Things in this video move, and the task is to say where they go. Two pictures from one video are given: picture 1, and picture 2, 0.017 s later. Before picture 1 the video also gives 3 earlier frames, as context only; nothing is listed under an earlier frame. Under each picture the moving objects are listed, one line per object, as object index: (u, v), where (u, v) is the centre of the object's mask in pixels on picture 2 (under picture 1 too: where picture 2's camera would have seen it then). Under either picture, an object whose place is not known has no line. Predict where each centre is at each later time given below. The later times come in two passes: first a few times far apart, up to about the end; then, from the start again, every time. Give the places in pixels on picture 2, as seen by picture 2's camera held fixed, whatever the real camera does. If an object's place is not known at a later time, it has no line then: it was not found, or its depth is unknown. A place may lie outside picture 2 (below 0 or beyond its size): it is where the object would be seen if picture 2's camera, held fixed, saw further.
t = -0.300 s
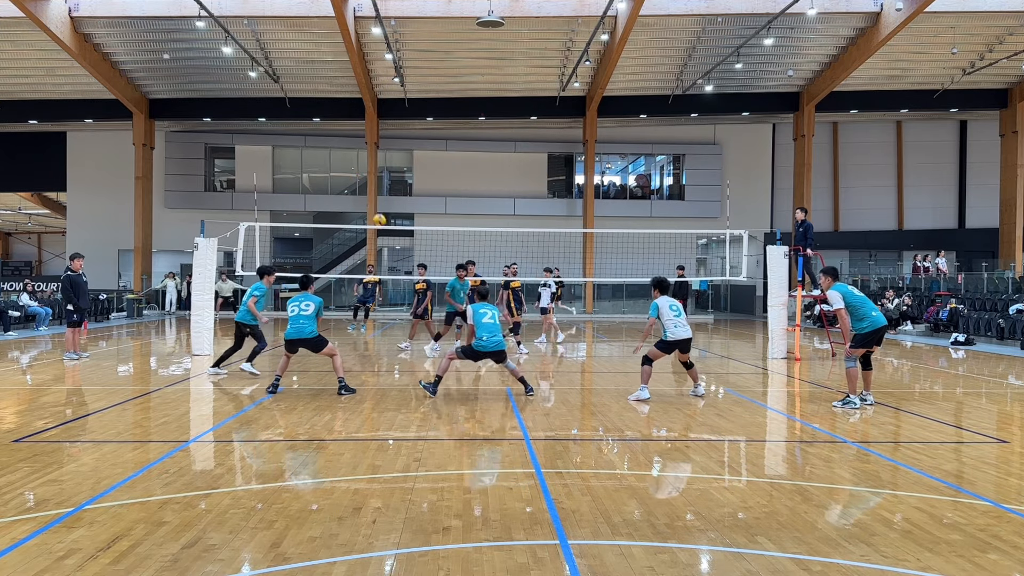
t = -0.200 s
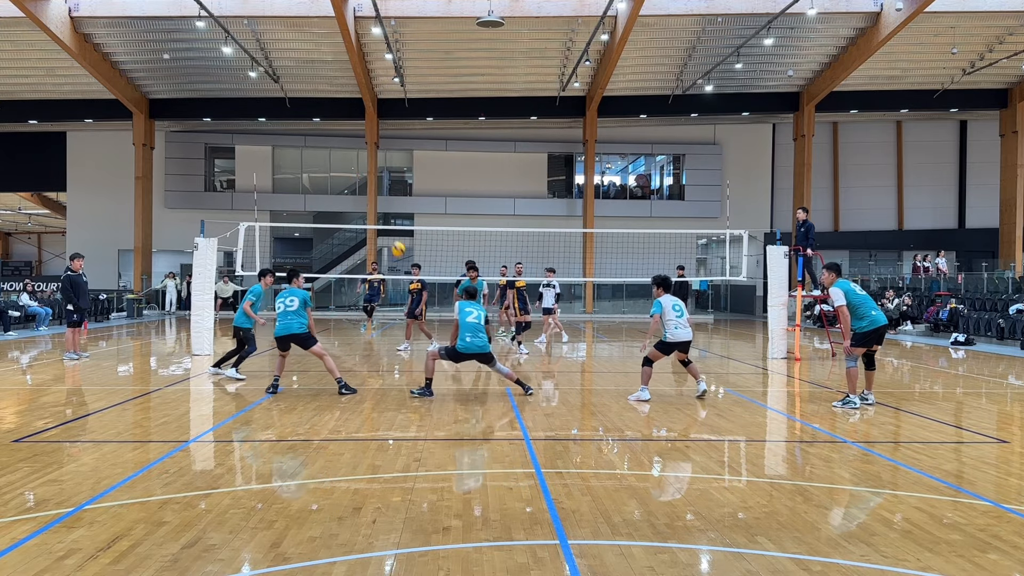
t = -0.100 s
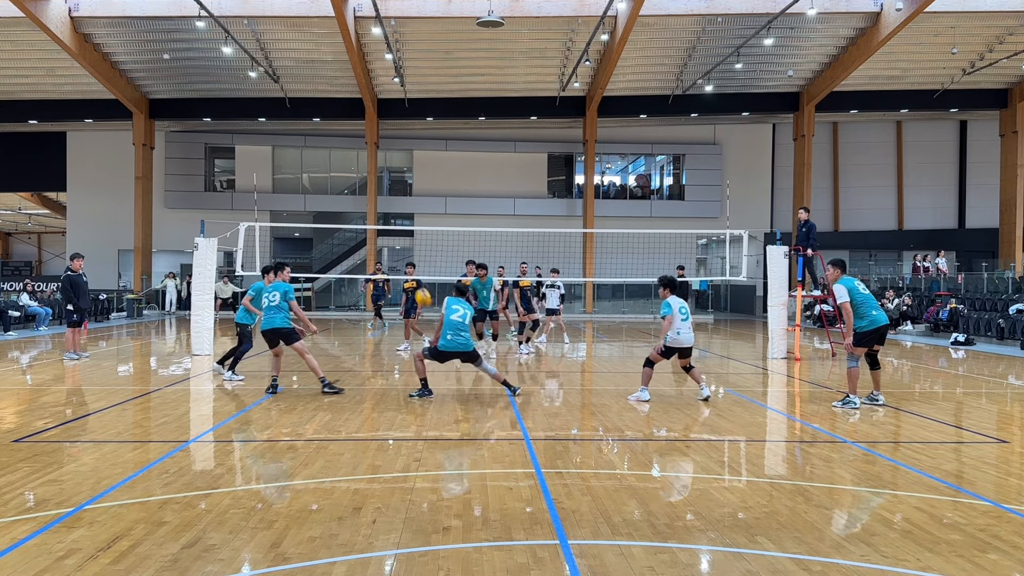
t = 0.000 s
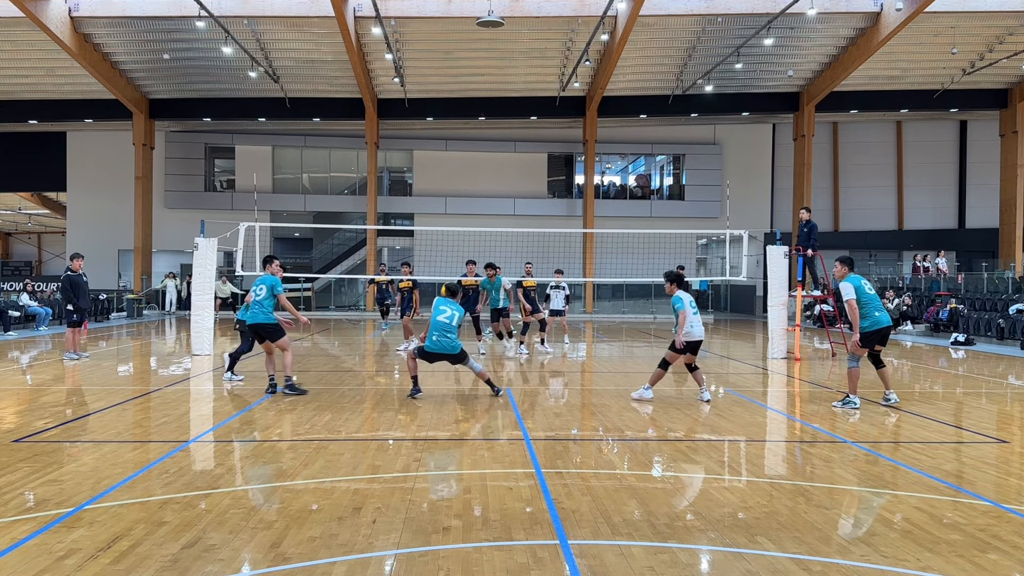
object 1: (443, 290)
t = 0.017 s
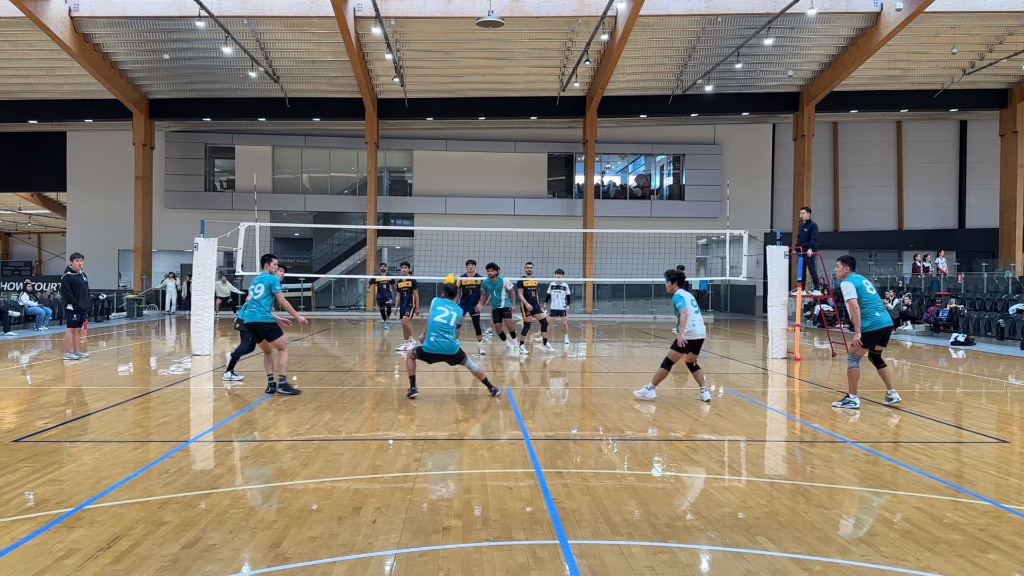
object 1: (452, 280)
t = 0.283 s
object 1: (505, 168)
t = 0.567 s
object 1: (554, 116)
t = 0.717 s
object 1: (578, 112)
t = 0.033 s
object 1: (456, 272)
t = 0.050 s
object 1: (459, 263)
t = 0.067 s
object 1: (462, 255)
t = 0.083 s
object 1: (466, 247)
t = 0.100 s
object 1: (469, 239)
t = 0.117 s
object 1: (472, 231)
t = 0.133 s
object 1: (476, 222)
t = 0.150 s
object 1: (479, 216)
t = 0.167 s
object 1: (482, 209)
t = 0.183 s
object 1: (486, 202)
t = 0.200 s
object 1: (489, 196)
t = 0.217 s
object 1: (492, 190)
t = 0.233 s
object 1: (495, 184)
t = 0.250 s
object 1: (499, 179)
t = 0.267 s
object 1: (502, 173)
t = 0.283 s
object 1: (505, 168)
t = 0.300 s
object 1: (508, 163)
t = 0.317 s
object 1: (511, 159)
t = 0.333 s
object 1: (514, 154)
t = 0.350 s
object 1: (517, 150)
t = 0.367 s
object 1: (520, 146)
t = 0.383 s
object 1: (523, 143)
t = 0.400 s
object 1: (526, 139)
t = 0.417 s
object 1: (529, 136)
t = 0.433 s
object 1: (532, 133)
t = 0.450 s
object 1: (534, 130)
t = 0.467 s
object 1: (538, 127)
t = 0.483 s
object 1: (541, 125)
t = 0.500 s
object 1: (543, 123)
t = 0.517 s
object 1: (547, 121)
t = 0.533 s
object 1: (549, 119)
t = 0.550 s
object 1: (552, 118)
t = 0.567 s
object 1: (554, 116)
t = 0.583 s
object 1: (557, 115)
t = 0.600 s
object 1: (560, 114)
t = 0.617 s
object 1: (563, 113)
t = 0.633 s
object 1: (566, 113)
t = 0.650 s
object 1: (568, 112)
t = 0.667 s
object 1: (571, 112)
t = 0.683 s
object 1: (573, 112)
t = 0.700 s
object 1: (576, 112)
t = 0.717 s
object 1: (578, 112)
